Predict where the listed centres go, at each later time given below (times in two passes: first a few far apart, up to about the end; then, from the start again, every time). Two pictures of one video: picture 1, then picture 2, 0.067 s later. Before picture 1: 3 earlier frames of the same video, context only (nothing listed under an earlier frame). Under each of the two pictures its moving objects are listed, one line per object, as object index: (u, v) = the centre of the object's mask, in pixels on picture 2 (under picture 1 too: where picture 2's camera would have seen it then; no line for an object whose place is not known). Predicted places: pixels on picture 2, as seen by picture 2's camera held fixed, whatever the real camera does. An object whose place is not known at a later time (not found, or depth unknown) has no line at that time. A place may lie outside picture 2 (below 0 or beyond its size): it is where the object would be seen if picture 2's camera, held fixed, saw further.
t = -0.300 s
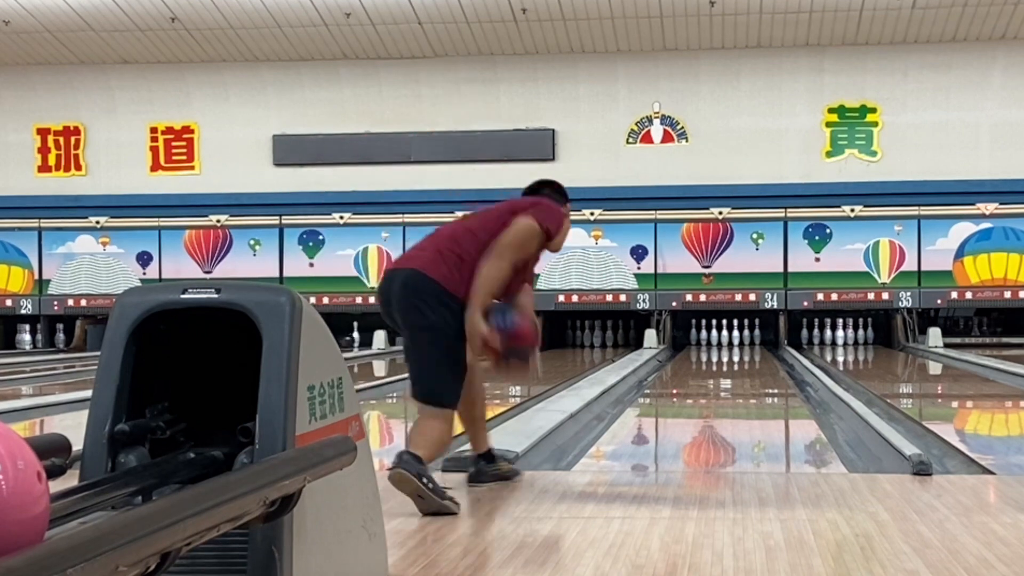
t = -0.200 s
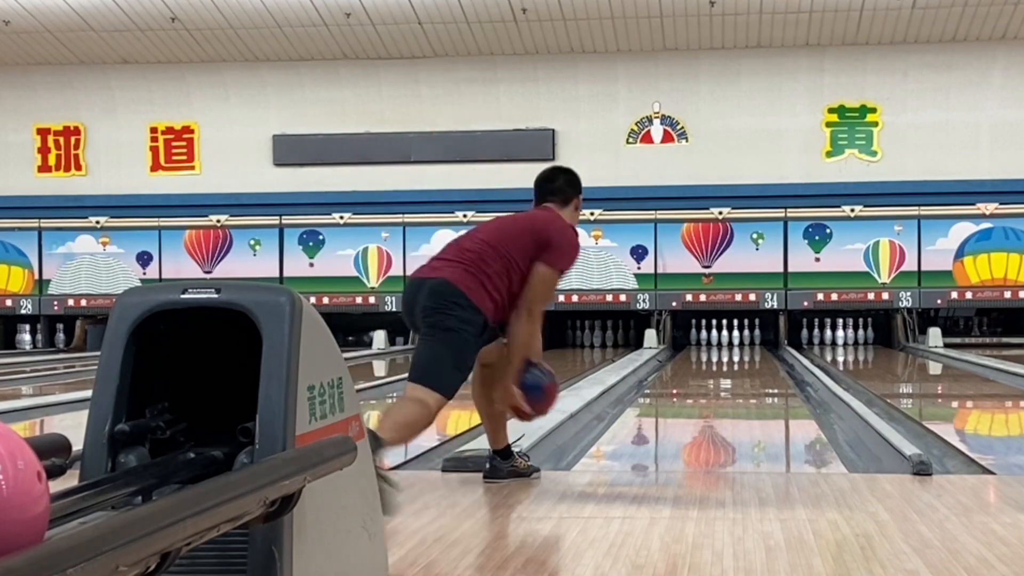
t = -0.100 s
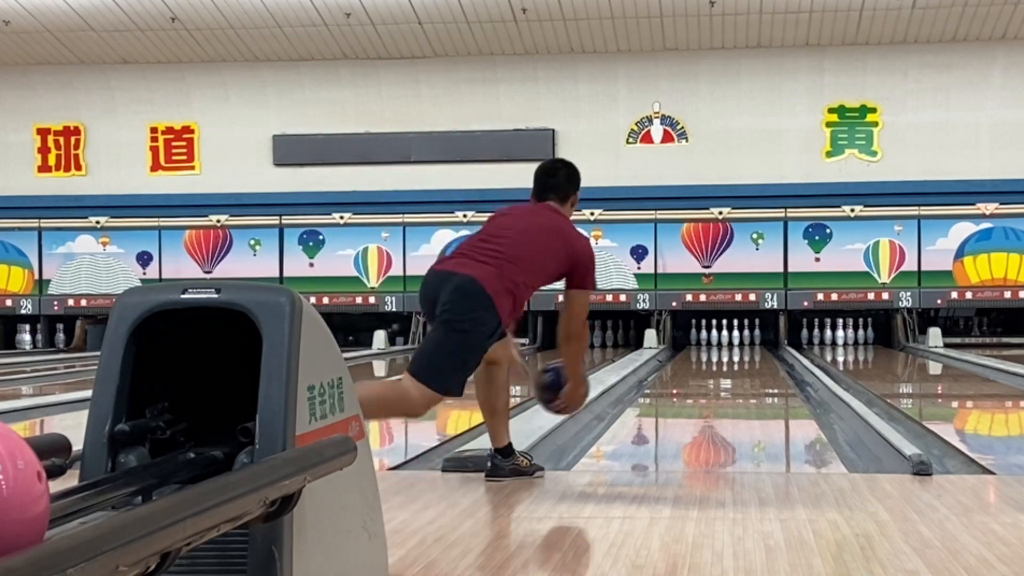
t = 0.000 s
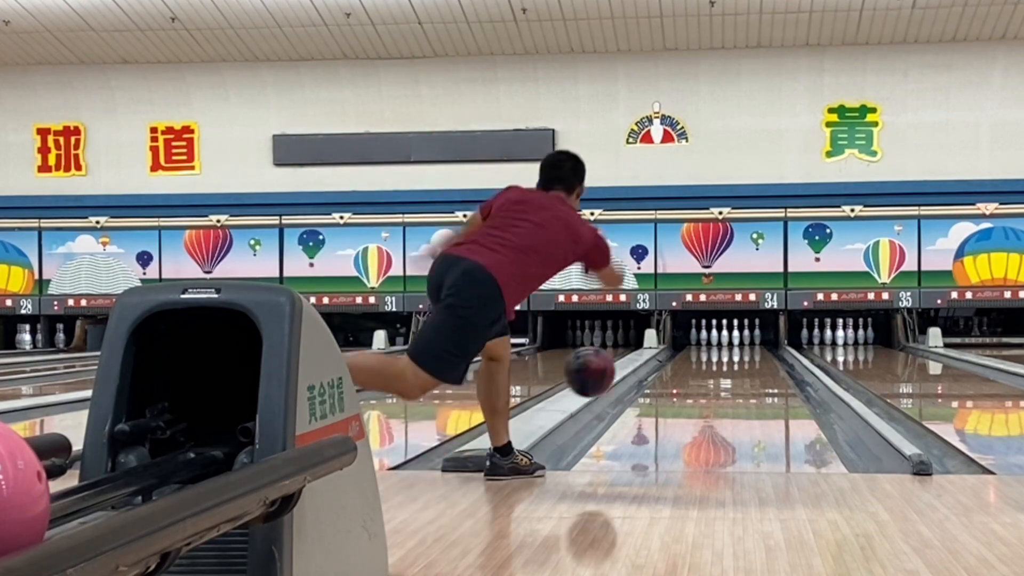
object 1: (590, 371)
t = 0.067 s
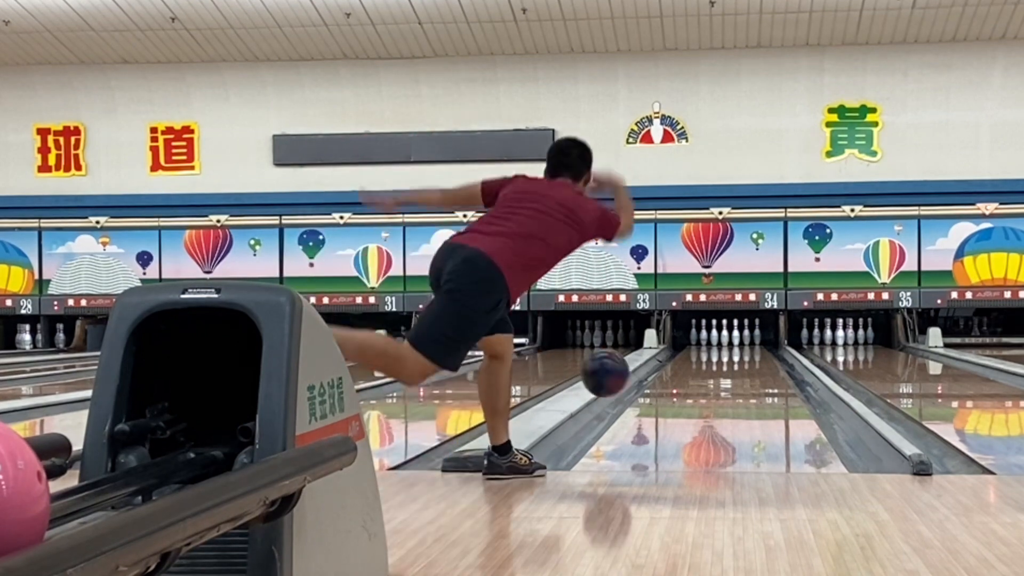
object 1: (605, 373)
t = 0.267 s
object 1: (644, 404)
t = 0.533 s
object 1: (681, 390)
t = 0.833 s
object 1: (707, 378)
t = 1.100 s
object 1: (723, 369)
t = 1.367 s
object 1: (735, 362)
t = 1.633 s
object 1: (743, 355)
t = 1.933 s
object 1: (751, 351)
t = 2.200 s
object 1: (754, 347)
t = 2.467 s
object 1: (752, 344)
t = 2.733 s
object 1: (747, 341)
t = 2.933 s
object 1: (739, 340)
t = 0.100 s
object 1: (612, 377)
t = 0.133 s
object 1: (619, 384)
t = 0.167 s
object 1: (626, 392)
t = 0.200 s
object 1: (632, 402)
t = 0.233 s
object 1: (639, 409)
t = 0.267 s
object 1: (644, 404)
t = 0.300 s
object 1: (649, 402)
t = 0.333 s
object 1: (654, 401)
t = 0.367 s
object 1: (659, 400)
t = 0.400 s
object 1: (664, 398)
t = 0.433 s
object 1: (668, 396)
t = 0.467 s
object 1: (673, 394)
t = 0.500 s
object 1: (677, 392)
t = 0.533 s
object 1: (681, 390)
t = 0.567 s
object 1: (683, 389)
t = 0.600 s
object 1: (687, 387)
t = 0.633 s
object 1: (690, 386)
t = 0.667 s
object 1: (693, 384)
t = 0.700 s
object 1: (696, 383)
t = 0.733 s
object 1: (699, 382)
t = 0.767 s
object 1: (701, 380)
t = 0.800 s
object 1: (704, 379)
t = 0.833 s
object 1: (707, 378)
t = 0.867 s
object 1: (709, 377)
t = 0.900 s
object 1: (711, 376)
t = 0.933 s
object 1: (713, 374)
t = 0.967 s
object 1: (715, 373)
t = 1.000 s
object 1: (717, 372)
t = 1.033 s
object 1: (719, 371)
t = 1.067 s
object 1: (721, 370)
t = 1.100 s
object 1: (723, 369)
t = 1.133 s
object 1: (725, 368)
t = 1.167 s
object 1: (726, 367)
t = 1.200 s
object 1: (728, 366)
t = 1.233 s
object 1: (730, 365)
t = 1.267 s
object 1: (731, 364)
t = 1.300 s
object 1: (732, 363)
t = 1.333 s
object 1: (733, 362)
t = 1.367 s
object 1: (735, 362)
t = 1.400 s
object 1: (736, 361)
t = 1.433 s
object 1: (737, 360)
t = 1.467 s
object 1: (738, 359)
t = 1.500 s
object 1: (740, 358)
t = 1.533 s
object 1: (741, 357)
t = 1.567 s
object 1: (741, 357)
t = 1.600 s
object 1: (742, 356)
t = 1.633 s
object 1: (743, 355)
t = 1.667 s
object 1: (744, 355)
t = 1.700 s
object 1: (745, 354)
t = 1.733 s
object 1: (746, 354)
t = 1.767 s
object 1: (747, 353)
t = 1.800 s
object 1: (748, 353)
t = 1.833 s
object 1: (749, 352)
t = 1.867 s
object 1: (749, 351)
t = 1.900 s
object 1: (750, 351)
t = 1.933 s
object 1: (751, 351)
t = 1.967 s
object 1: (751, 350)
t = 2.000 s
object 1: (751, 350)
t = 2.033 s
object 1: (752, 349)
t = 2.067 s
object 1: (752, 349)
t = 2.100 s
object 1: (752, 348)
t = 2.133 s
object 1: (753, 348)
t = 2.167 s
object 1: (753, 347)
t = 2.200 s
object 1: (754, 347)
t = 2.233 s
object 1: (754, 346)
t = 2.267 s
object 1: (754, 346)
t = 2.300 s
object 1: (754, 346)
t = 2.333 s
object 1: (754, 345)
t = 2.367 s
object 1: (753, 345)
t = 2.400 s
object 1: (753, 345)
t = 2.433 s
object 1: (752, 344)
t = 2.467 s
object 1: (752, 344)
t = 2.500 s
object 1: (752, 344)
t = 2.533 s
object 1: (751, 343)
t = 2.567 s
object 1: (751, 343)
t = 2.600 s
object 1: (750, 342)
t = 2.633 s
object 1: (749, 342)
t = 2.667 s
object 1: (749, 342)
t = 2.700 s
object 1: (748, 342)
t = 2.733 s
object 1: (747, 341)
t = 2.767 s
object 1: (746, 341)
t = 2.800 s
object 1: (745, 341)
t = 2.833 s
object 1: (744, 341)
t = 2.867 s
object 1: (742, 340)
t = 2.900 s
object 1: (740, 340)
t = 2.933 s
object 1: (739, 340)
